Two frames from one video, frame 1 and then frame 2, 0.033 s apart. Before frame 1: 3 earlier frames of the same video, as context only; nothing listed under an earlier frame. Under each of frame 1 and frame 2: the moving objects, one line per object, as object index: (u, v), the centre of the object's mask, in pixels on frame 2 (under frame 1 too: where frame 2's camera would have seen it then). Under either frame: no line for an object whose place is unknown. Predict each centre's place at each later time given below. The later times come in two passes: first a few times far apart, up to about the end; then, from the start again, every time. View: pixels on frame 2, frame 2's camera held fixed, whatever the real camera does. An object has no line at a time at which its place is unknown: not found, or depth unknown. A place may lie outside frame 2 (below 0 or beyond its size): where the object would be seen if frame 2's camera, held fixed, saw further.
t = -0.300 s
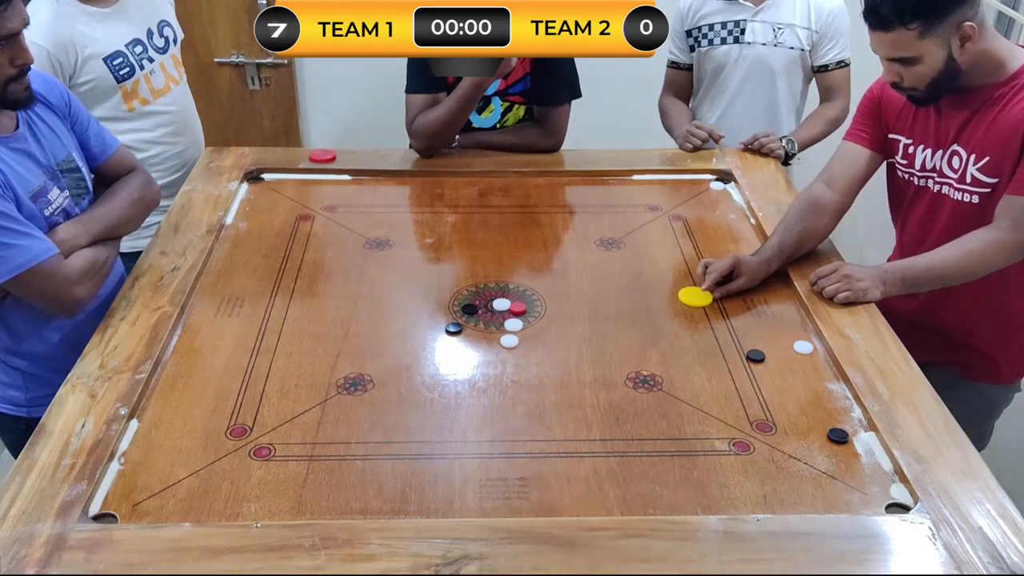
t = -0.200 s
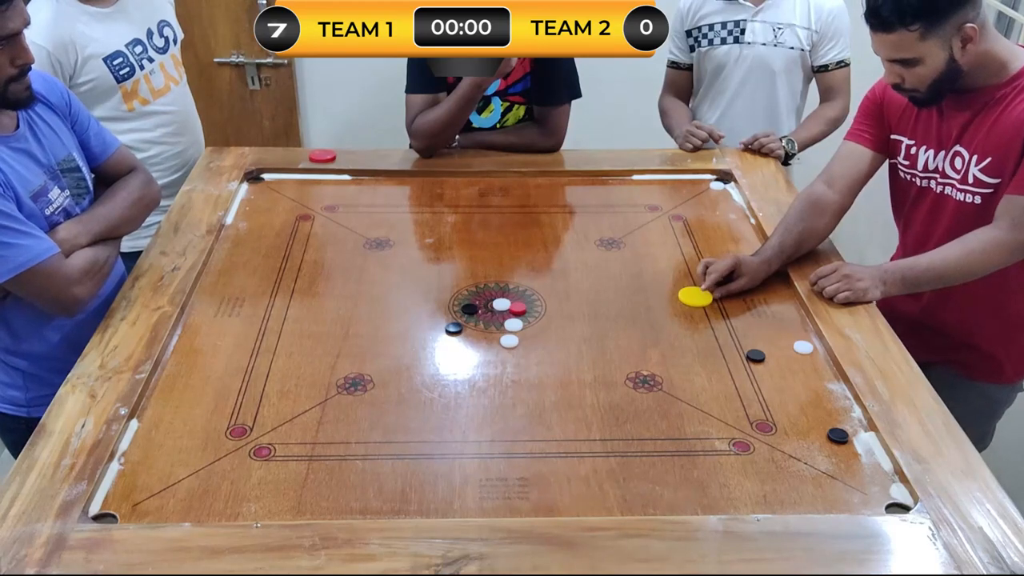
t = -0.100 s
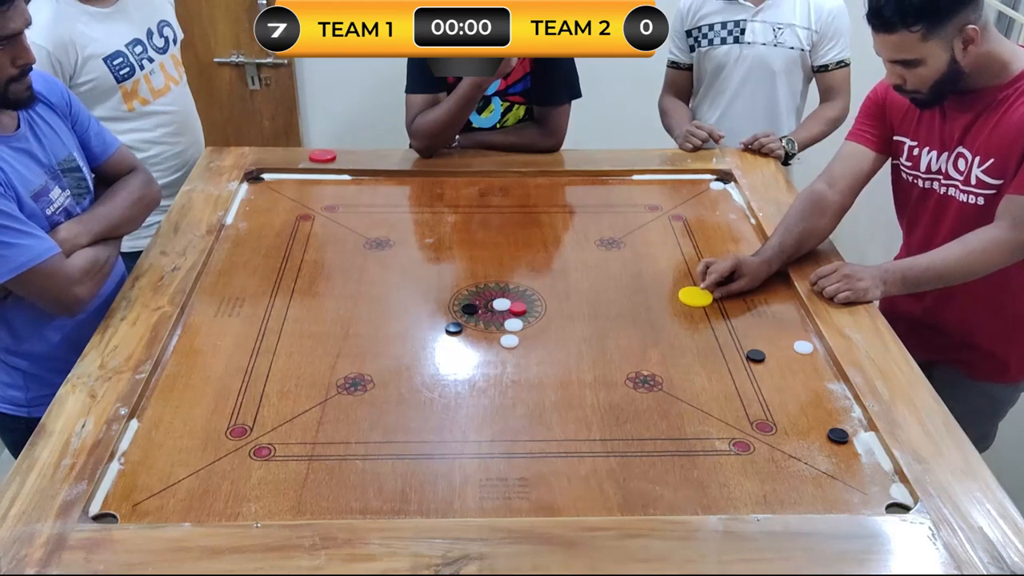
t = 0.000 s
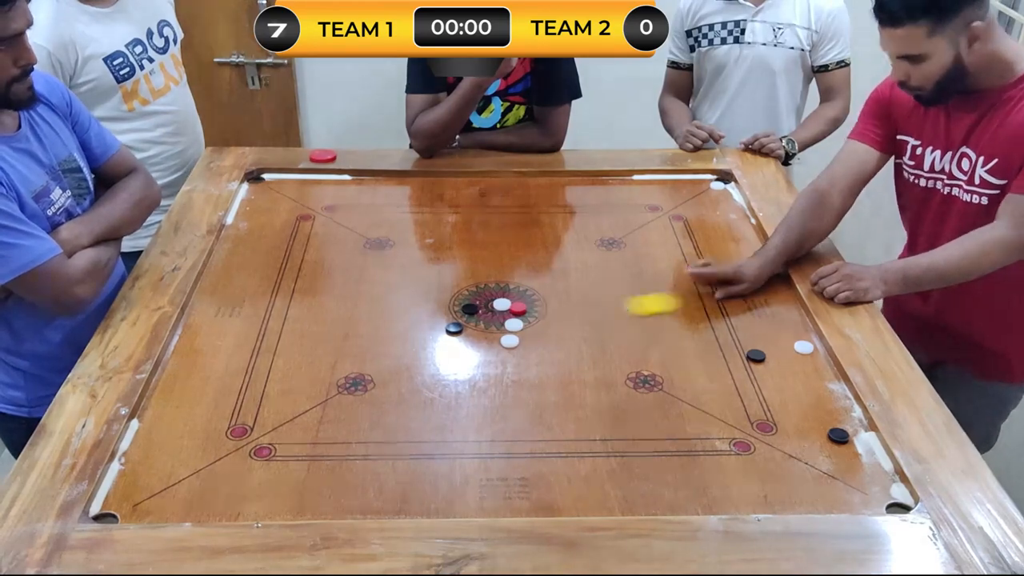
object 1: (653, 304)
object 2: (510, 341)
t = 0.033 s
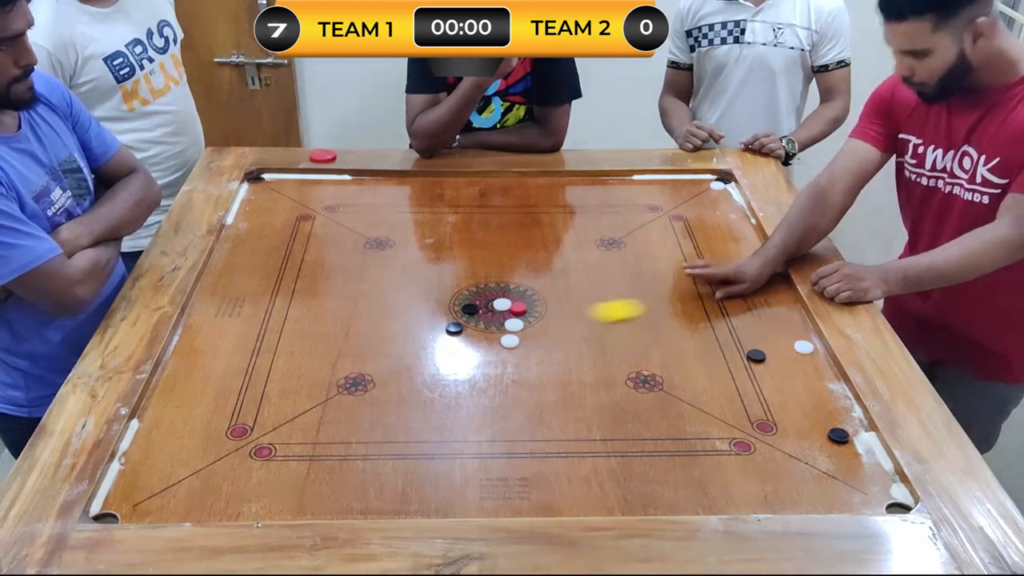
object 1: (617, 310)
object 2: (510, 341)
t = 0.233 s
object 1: (477, 332)
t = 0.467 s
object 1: (406, 339)
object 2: (304, 394)
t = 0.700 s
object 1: (371, 343)
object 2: (189, 437)
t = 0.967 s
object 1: (365, 344)
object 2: (125, 467)
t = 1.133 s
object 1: (365, 344)
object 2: (126, 468)
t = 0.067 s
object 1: (581, 317)
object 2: (510, 341)
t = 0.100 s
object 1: (547, 322)
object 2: (510, 341)
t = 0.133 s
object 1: (522, 327)
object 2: (508, 342)
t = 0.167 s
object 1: (503, 330)
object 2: (495, 352)
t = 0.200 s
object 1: (488, 332)
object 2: (463, 340)
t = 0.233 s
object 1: (477, 332)
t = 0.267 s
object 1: (465, 334)
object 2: (418, 354)
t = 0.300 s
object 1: (453, 335)
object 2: (398, 361)
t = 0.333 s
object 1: (442, 336)
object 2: (380, 367)
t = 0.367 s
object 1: (430, 337)
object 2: (359, 375)
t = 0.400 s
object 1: (421, 338)
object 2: (342, 381)
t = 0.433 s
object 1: (414, 339)
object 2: (323, 388)
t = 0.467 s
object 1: (406, 339)
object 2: (304, 394)
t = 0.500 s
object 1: (399, 340)
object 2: (286, 401)
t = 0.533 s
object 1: (393, 341)
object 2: (269, 407)
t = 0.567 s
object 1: (388, 341)
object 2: (252, 414)
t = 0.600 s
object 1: (383, 342)
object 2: (235, 420)
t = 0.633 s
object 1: (378, 342)
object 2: (219, 425)
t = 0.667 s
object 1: (374, 343)
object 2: (203, 431)
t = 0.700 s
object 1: (371, 343)
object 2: (189, 437)
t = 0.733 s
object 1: (369, 343)
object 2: (175, 441)
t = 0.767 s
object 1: (367, 344)
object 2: (163, 446)
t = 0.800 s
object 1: (365, 344)
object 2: (150, 451)
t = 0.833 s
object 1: (365, 344)
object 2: (138, 455)
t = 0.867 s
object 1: (365, 344)
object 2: (129, 459)
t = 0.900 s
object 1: (365, 344)
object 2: (124, 463)
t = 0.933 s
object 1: (365, 344)
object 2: (124, 465)
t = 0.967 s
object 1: (365, 344)
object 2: (125, 467)
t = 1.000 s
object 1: (365, 344)
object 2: (126, 467)
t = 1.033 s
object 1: (365, 344)
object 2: (126, 468)
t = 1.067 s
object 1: (365, 344)
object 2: (126, 468)
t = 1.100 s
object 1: (365, 344)
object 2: (126, 468)
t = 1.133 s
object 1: (365, 344)
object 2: (126, 468)
